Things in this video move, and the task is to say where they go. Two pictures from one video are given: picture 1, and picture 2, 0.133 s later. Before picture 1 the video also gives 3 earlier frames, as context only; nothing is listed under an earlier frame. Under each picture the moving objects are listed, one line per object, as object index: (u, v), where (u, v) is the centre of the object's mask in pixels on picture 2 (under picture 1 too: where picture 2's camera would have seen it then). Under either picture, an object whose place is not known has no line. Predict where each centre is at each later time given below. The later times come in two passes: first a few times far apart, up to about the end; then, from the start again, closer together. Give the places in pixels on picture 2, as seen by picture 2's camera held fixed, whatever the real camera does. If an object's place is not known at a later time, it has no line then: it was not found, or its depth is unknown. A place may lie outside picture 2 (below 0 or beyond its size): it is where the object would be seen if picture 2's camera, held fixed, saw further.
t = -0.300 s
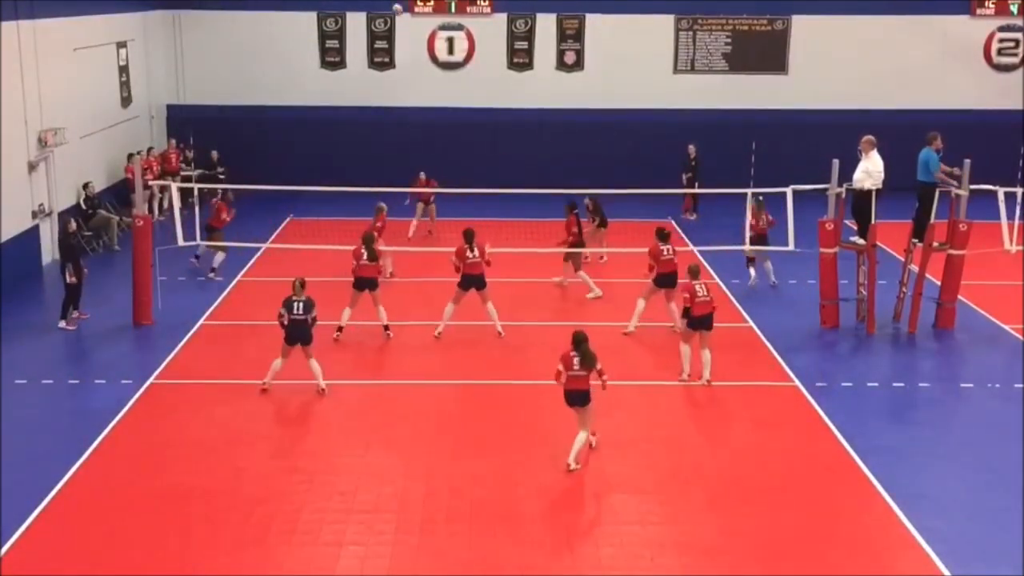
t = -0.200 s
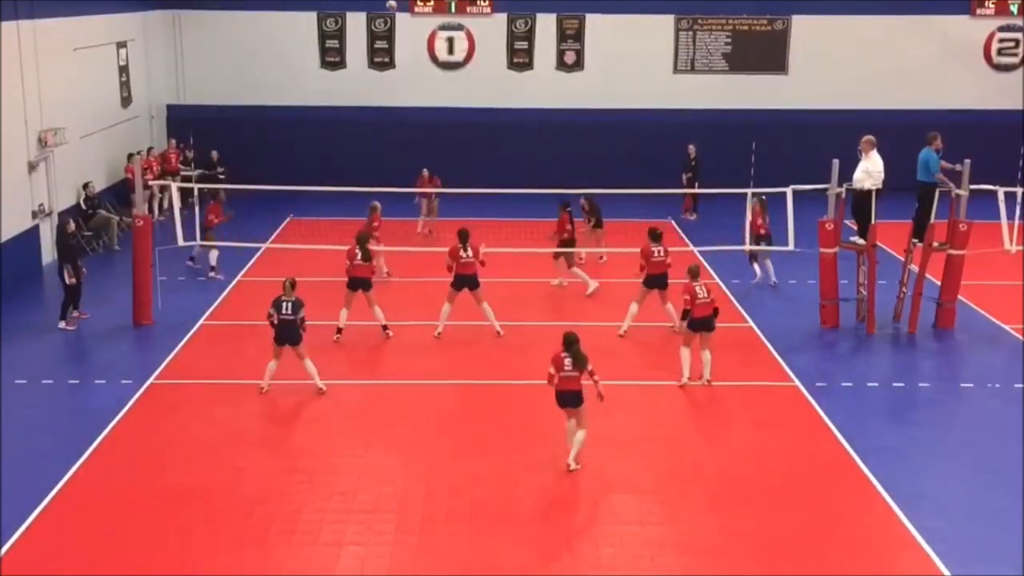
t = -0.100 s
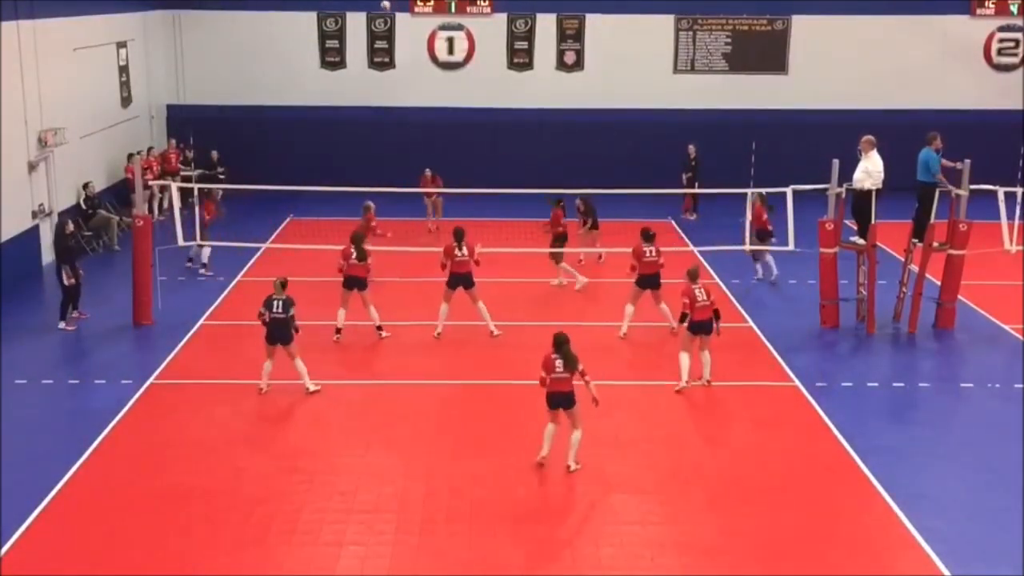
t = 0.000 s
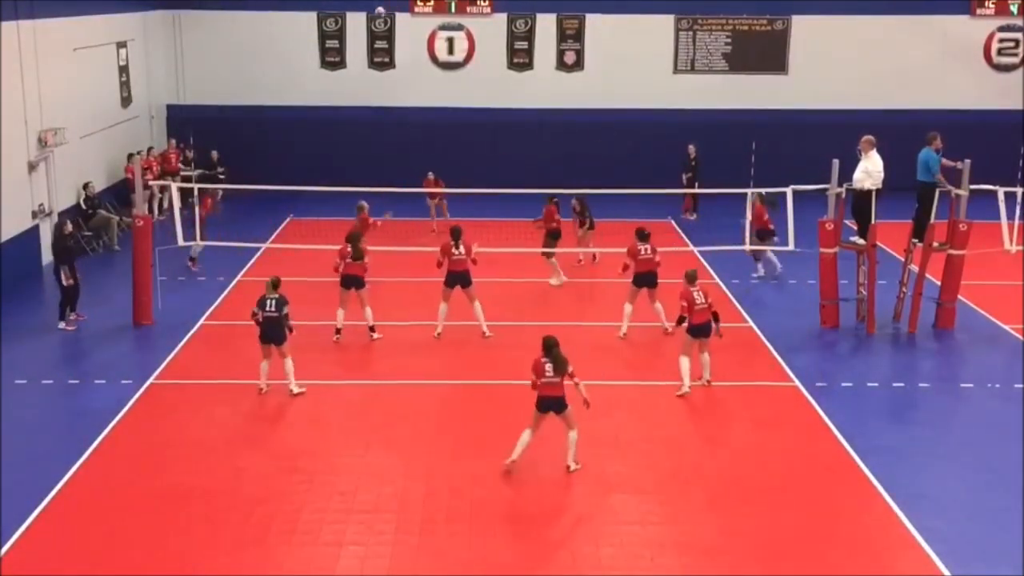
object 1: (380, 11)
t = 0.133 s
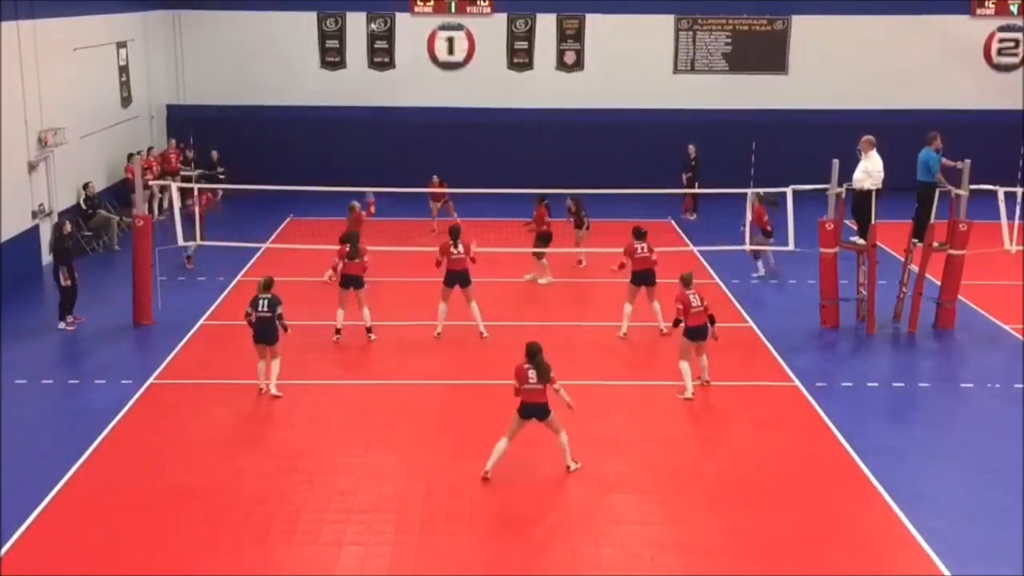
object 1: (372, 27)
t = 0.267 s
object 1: (364, 55)
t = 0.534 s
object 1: (353, 135)
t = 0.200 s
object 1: (369, 41)
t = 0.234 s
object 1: (366, 48)
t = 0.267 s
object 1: (364, 55)
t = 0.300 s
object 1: (362, 65)
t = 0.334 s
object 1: (361, 73)
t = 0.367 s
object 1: (359, 82)
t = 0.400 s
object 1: (358, 92)
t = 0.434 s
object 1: (357, 101)
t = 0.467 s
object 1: (355, 111)
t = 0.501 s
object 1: (353, 123)
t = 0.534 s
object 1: (353, 135)
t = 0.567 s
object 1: (352, 148)
